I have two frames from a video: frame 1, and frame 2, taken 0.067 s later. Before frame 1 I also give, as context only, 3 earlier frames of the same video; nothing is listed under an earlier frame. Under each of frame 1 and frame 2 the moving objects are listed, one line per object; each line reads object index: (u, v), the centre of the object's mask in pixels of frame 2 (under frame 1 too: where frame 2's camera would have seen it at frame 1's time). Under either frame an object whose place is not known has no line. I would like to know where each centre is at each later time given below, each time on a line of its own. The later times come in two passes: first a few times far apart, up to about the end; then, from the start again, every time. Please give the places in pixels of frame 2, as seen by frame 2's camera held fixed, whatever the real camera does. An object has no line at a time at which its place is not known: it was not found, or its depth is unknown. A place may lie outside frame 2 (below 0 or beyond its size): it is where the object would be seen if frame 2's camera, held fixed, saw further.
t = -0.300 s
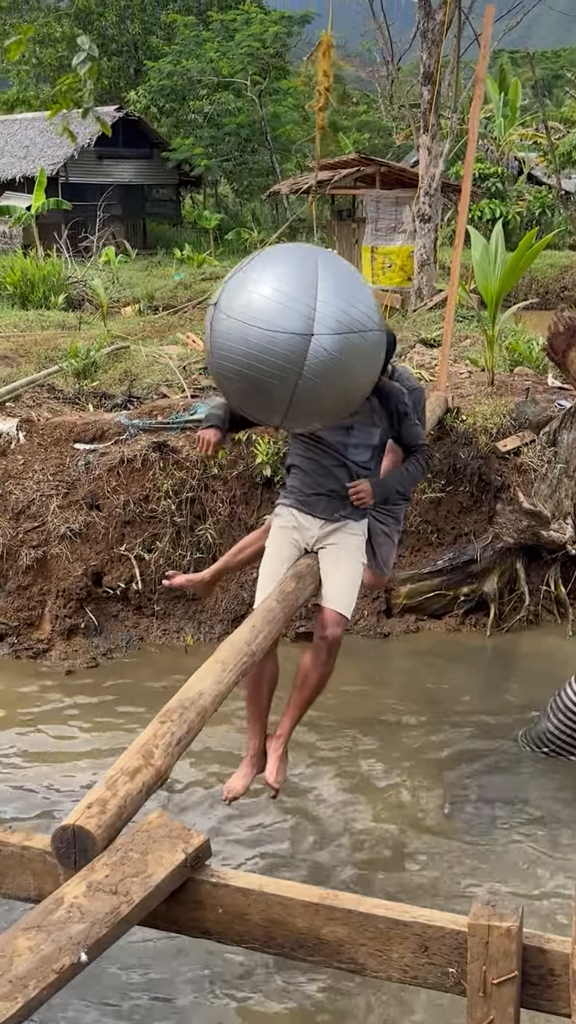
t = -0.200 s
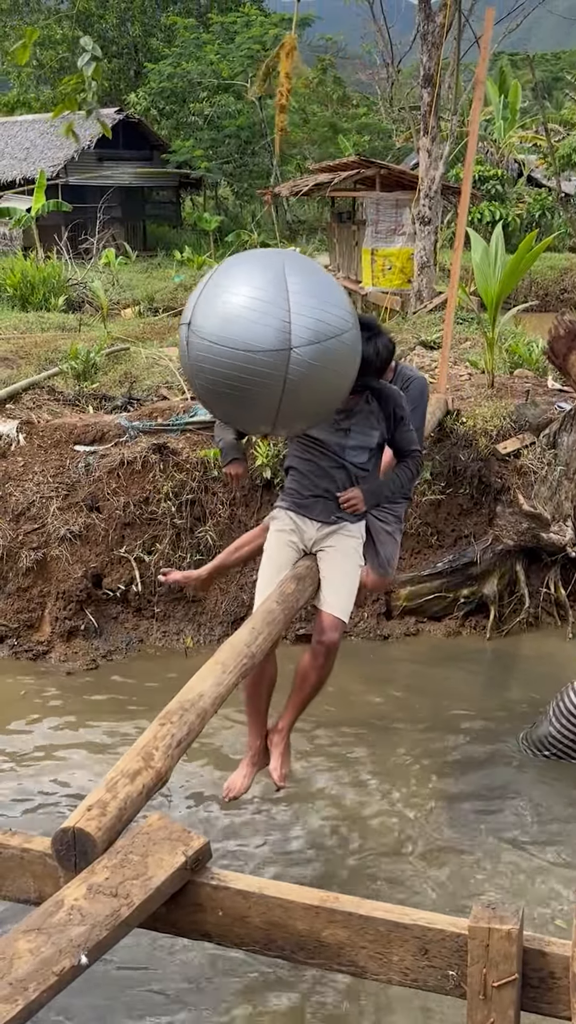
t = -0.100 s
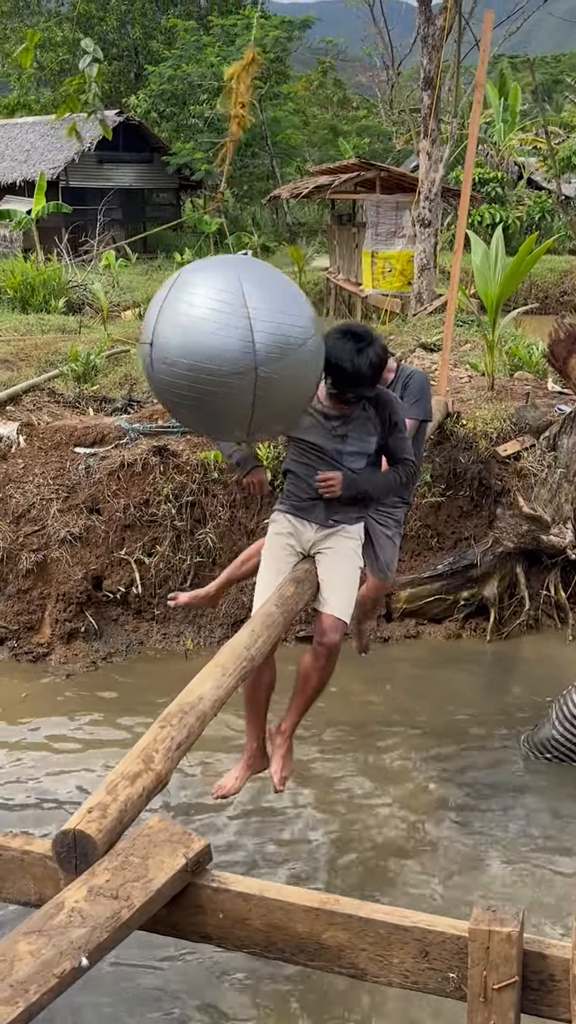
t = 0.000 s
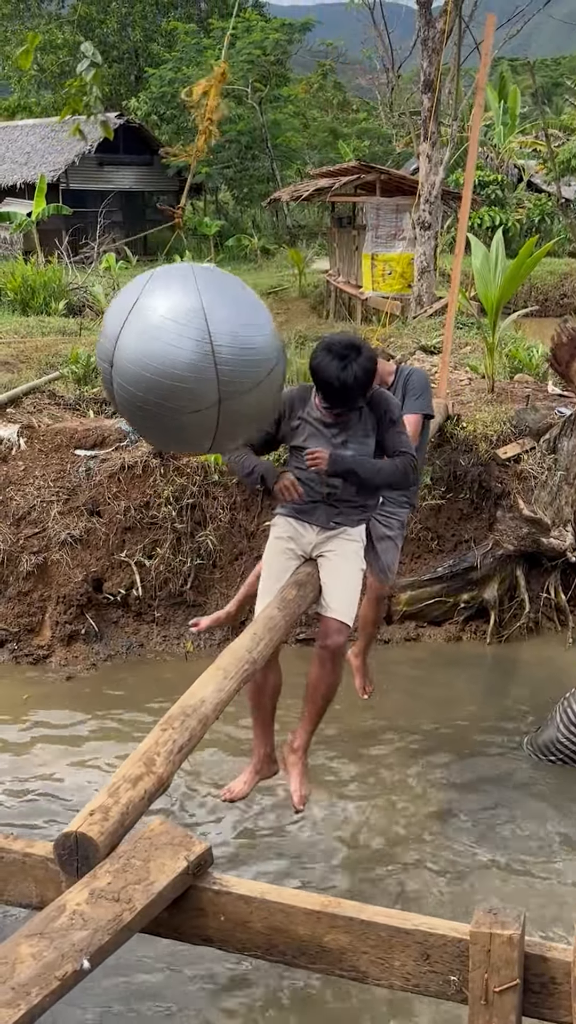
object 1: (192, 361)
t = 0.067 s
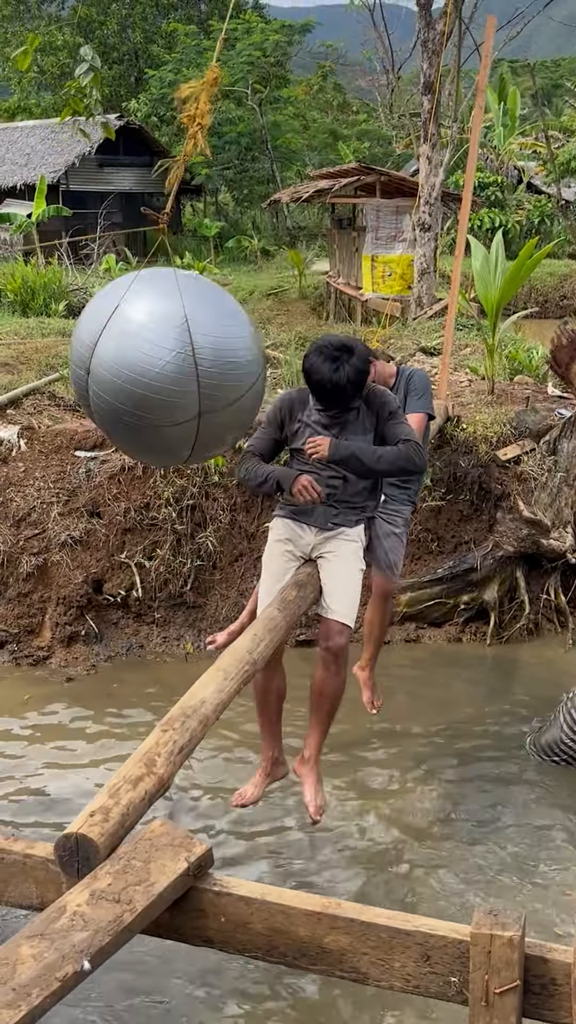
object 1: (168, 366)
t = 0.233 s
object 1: (137, 350)
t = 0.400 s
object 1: (100, 299)
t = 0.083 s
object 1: (163, 367)
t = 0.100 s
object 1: (159, 368)
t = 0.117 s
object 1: (155, 369)
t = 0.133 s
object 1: (151, 368)
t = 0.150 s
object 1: (148, 367)
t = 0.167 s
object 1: (146, 366)
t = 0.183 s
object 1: (143, 362)
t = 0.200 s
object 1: (141, 359)
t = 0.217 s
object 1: (139, 355)
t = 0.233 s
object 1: (137, 350)
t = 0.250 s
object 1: (136, 345)
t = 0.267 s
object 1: (134, 339)
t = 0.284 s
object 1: (131, 334)
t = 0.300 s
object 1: (128, 330)
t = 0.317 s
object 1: (124, 325)
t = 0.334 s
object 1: (119, 320)
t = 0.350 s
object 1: (114, 315)
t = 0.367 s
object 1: (110, 309)
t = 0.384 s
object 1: (105, 304)
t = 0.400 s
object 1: (100, 299)
